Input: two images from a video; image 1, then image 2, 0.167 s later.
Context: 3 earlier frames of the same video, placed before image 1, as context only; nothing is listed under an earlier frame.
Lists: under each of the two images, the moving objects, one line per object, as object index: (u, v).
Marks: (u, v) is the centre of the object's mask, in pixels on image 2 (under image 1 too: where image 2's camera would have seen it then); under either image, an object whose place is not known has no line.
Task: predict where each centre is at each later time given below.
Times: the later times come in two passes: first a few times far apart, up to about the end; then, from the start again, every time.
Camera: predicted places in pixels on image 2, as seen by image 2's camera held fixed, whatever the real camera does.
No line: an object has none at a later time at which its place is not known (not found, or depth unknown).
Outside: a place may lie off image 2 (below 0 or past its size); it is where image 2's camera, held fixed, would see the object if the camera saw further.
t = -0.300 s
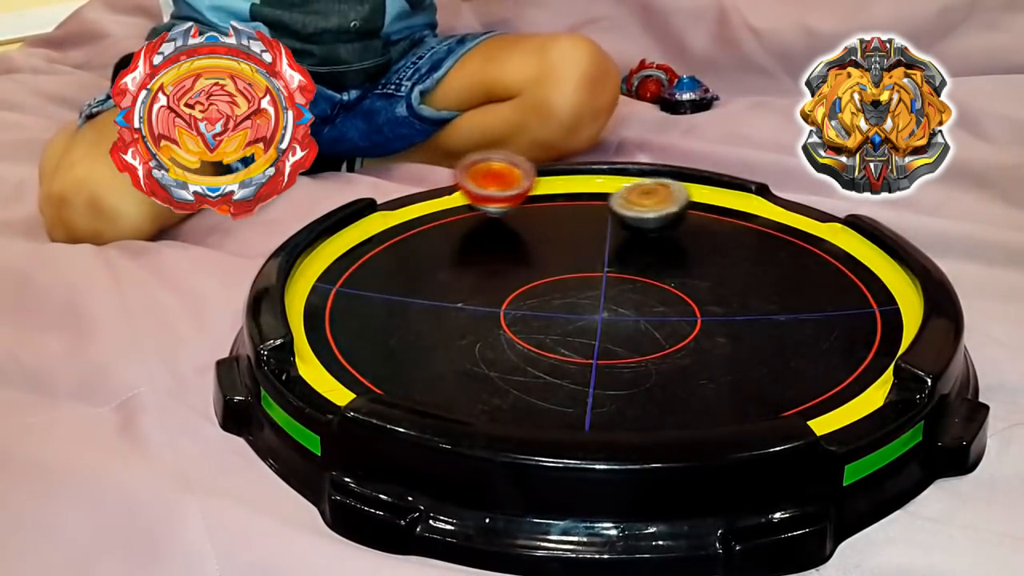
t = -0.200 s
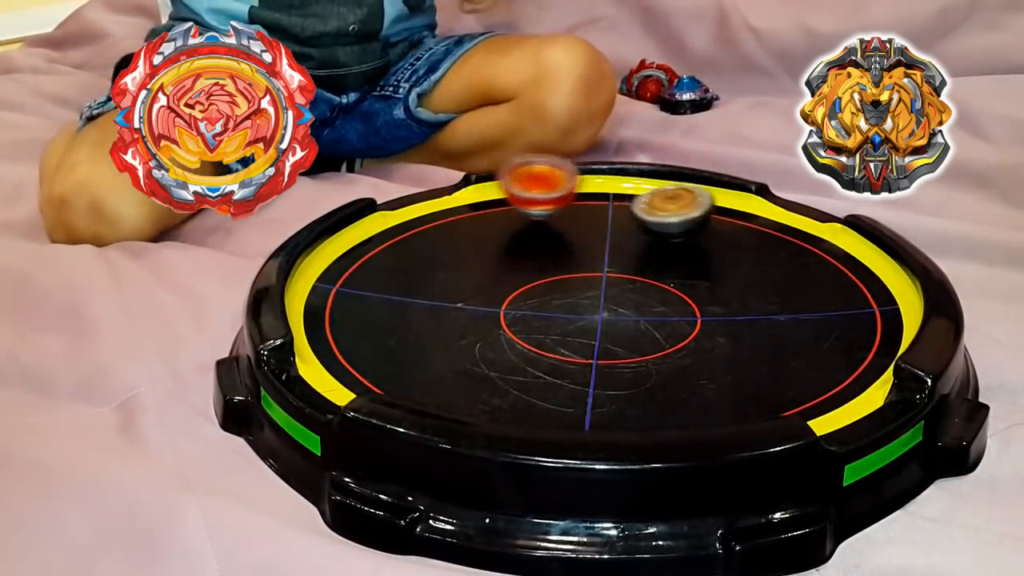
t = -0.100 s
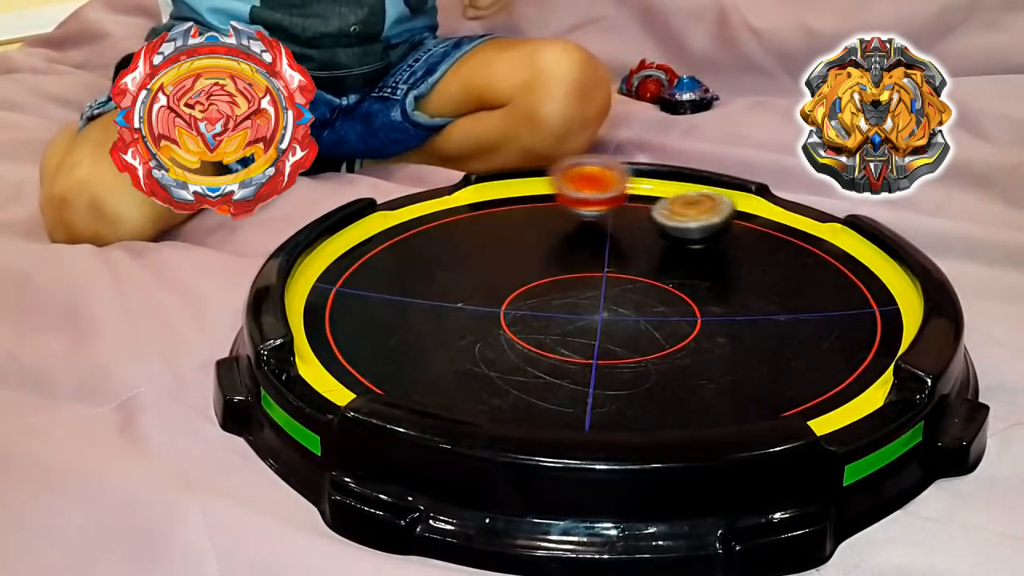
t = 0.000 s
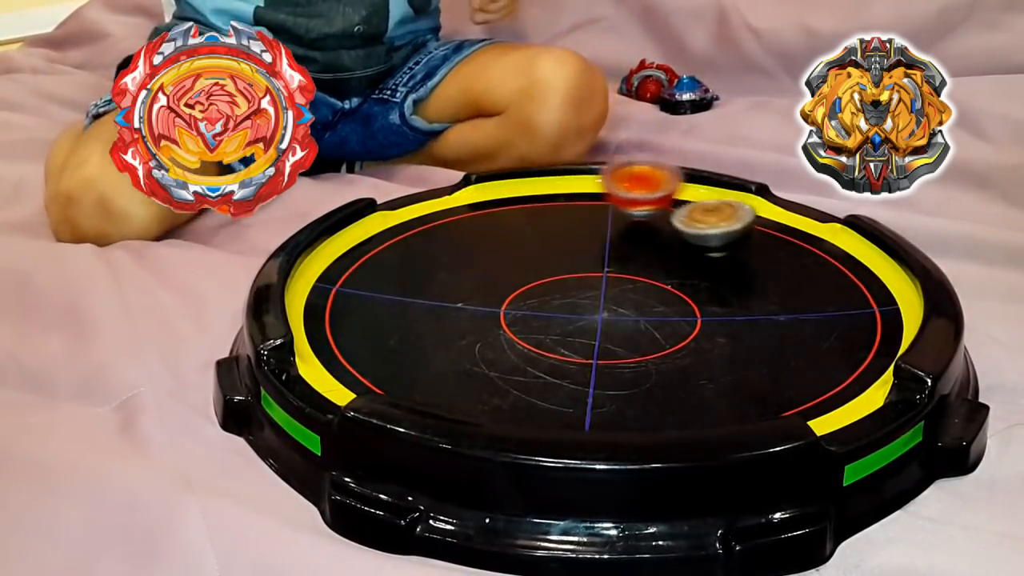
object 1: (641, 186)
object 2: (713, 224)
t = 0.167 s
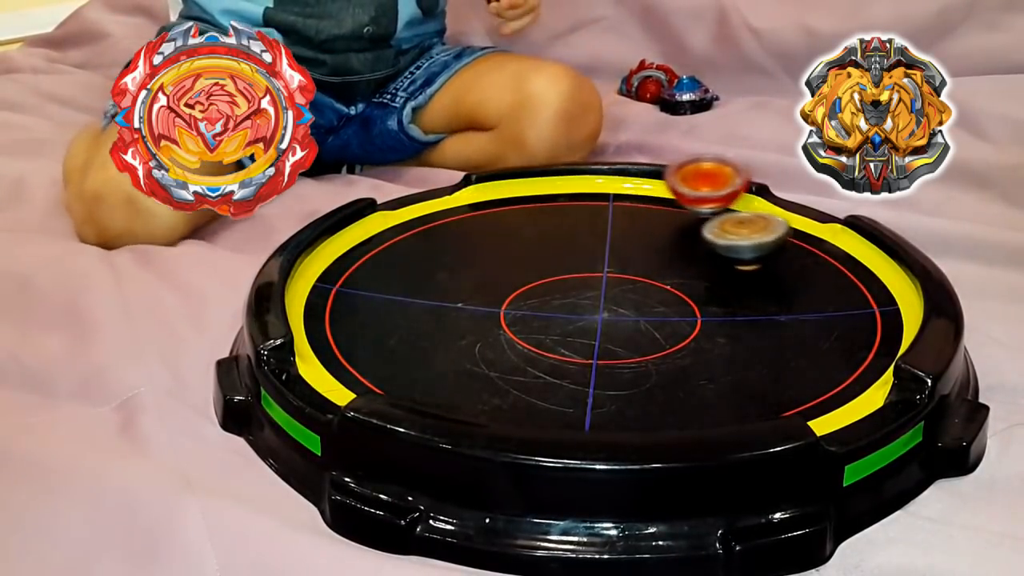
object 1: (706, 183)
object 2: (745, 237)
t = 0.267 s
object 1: (716, 185)
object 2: (762, 245)
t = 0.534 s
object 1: (726, 196)
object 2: (770, 271)
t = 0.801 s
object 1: (766, 217)
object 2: (754, 295)
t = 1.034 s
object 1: (798, 248)
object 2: (728, 308)
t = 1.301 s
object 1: (802, 278)
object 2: (662, 314)
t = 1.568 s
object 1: (751, 310)
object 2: (603, 311)
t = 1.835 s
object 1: (671, 333)
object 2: (564, 310)
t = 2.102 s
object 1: (573, 343)
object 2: (524, 298)
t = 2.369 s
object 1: (505, 334)
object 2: (539, 281)
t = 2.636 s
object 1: (452, 317)
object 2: (568, 280)
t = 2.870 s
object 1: (431, 295)
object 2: (572, 281)
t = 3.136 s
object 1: (433, 266)
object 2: (572, 282)
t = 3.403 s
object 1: (460, 242)
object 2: (590, 277)
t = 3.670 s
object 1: (498, 224)
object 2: (608, 270)
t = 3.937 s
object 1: (538, 220)
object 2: (629, 275)
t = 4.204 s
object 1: (583, 222)
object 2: (611, 280)
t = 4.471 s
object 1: (629, 232)
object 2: (588, 279)
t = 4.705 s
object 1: (675, 244)
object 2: (587, 279)
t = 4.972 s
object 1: (684, 251)
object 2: (586, 278)
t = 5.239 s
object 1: (691, 269)
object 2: (579, 275)
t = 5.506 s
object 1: (721, 286)
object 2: (557, 275)
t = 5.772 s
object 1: (726, 297)
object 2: (557, 274)
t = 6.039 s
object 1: (697, 300)
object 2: (567, 269)
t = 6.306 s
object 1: (650, 297)
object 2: (578, 262)
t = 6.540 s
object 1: (638, 311)
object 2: (577, 248)
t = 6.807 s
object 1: (600, 309)
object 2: (578, 247)
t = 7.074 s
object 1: (560, 298)
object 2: (588, 249)
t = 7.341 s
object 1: (527, 286)
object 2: (598, 257)
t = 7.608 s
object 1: (506, 276)
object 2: (596, 262)
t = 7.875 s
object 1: (493, 266)
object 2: (607, 266)
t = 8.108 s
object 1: (497, 255)
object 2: (603, 269)
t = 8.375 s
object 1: (513, 243)
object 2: (607, 271)
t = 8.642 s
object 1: (505, 224)
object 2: (604, 276)
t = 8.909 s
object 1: (521, 213)
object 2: (605, 278)
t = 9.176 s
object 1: (559, 215)
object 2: (606, 274)
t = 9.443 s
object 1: (600, 220)
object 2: (609, 271)
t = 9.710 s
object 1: (641, 223)
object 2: (600, 281)
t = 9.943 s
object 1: (667, 231)
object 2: (603, 281)
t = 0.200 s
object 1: (712, 182)
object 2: (751, 239)
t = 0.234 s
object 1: (716, 183)
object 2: (757, 243)
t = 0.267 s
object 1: (716, 185)
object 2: (762, 245)
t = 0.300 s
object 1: (716, 186)
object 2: (765, 248)
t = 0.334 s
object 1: (716, 187)
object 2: (767, 249)
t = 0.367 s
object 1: (717, 188)
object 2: (770, 252)
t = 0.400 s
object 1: (717, 191)
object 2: (770, 256)
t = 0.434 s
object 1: (718, 191)
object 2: (770, 260)
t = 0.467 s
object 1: (721, 193)
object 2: (770, 264)
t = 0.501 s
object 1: (723, 194)
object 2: (769, 268)
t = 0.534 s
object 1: (726, 196)
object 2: (770, 271)
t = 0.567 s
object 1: (731, 198)
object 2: (770, 273)
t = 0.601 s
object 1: (737, 201)
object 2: (769, 276)
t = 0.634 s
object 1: (741, 203)
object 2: (767, 280)
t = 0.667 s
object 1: (745, 204)
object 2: (764, 283)
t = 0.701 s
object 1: (751, 207)
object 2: (761, 286)
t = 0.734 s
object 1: (755, 209)
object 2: (758, 290)
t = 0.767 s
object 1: (760, 213)
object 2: (756, 292)
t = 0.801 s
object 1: (766, 217)
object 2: (754, 295)
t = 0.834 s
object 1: (773, 221)
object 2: (750, 296)
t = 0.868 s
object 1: (779, 226)
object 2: (747, 298)
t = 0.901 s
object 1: (784, 230)
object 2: (744, 301)
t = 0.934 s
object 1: (788, 235)
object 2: (742, 303)
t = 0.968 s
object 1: (791, 238)
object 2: (737, 304)
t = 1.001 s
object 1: (795, 242)
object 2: (732, 306)
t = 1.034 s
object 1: (798, 248)
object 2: (728, 308)
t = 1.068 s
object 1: (799, 254)
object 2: (723, 310)
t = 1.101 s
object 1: (800, 259)
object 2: (719, 312)
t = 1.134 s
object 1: (801, 263)
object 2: (713, 313)
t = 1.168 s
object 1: (802, 266)
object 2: (706, 314)
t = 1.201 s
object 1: (802, 269)
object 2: (697, 314)
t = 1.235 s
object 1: (802, 272)
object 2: (686, 315)
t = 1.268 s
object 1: (803, 275)
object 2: (674, 315)
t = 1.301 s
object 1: (802, 278)
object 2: (662, 314)
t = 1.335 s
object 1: (797, 282)
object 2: (650, 313)
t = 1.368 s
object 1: (790, 288)
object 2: (641, 312)
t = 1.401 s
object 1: (783, 292)
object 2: (633, 311)
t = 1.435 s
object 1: (778, 295)
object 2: (627, 311)
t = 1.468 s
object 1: (772, 298)
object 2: (621, 310)
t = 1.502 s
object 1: (767, 302)
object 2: (614, 311)
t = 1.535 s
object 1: (759, 306)
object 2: (608, 311)
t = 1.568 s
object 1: (751, 310)
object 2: (603, 311)
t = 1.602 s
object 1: (743, 314)
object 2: (597, 311)
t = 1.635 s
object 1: (737, 317)
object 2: (590, 311)
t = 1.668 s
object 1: (730, 319)
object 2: (584, 312)
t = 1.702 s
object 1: (723, 322)
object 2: (580, 311)
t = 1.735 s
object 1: (715, 325)
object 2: (576, 311)
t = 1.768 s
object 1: (702, 328)
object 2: (572, 311)
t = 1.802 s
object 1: (686, 331)
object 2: (568, 310)
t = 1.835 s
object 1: (671, 333)
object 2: (564, 310)
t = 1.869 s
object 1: (658, 335)
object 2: (559, 310)
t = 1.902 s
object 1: (647, 337)
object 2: (556, 308)
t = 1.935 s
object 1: (635, 339)
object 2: (550, 307)
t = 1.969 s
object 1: (619, 340)
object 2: (544, 305)
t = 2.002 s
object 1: (604, 342)
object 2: (540, 303)
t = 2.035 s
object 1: (592, 342)
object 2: (534, 301)
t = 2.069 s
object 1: (581, 343)
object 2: (529, 299)
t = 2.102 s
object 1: (573, 343)
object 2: (524, 298)
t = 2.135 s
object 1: (566, 343)
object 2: (520, 297)
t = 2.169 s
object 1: (562, 343)
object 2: (516, 295)
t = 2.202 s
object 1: (557, 342)
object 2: (512, 293)
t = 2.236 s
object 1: (551, 342)
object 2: (509, 290)
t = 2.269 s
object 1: (544, 342)
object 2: (513, 287)
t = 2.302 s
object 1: (531, 340)
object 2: (522, 283)
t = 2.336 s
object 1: (519, 338)
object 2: (531, 281)
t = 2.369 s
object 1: (505, 334)
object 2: (539, 281)
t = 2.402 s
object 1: (493, 331)
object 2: (544, 281)
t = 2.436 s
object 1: (481, 329)
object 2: (548, 280)
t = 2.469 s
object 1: (473, 326)
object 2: (551, 280)
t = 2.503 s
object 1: (466, 324)
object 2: (555, 279)
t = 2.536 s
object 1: (461, 322)
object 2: (557, 278)
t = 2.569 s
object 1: (457, 320)
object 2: (561, 279)
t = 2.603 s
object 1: (454, 318)
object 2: (565, 279)
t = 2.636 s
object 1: (452, 317)
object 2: (568, 280)
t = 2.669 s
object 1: (449, 316)
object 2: (571, 281)
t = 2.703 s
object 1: (446, 315)
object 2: (572, 281)
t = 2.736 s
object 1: (443, 313)
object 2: (573, 281)
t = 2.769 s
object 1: (438, 310)
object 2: (573, 281)
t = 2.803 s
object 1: (434, 307)
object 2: (573, 281)
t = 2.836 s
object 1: (431, 301)
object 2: (573, 281)
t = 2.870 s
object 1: (431, 295)
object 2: (572, 281)
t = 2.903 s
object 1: (430, 290)
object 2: (571, 281)
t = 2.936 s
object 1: (430, 285)
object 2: (571, 281)
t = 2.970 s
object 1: (429, 281)
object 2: (570, 281)
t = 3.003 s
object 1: (430, 277)
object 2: (570, 281)
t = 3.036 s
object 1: (430, 274)
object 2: (570, 281)
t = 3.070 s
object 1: (431, 271)
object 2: (570, 281)
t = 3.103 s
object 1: (432, 269)
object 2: (570, 281)
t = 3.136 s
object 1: (433, 266)
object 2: (572, 282)
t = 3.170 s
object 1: (434, 264)
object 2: (573, 282)
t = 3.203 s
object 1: (435, 262)
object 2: (576, 282)
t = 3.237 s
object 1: (438, 260)
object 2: (578, 283)
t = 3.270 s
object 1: (439, 258)
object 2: (582, 282)
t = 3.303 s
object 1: (442, 254)
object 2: (584, 281)
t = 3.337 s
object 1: (445, 250)
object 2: (586, 280)
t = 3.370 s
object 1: (451, 246)
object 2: (588, 278)
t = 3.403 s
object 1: (460, 242)
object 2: (590, 277)
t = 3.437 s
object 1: (467, 238)
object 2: (592, 276)
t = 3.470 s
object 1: (472, 235)
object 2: (594, 275)
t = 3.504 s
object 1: (478, 232)
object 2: (597, 273)
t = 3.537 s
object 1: (483, 230)
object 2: (598, 272)
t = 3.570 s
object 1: (486, 228)
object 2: (599, 272)
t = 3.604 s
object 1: (491, 227)
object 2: (601, 271)
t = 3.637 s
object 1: (495, 225)
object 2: (604, 271)
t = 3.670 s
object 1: (498, 224)
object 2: (608, 270)
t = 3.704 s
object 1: (502, 223)
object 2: (612, 270)
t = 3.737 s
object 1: (506, 222)
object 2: (615, 269)
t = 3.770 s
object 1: (511, 221)
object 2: (618, 270)
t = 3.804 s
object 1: (516, 220)
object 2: (622, 270)
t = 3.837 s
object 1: (521, 220)
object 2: (624, 271)
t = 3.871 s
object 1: (527, 220)
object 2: (626, 272)
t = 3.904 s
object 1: (533, 220)
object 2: (628, 273)
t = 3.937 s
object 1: (538, 220)
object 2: (629, 275)
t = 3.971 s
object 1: (544, 220)
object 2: (629, 276)
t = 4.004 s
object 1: (550, 220)
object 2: (629, 277)
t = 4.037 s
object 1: (556, 221)
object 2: (627, 278)
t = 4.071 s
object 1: (561, 221)
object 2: (626, 279)
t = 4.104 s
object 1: (566, 221)
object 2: (624, 278)
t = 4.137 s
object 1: (572, 222)
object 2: (620, 279)
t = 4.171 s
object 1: (578, 222)
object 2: (617, 280)
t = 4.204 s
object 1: (583, 222)
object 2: (611, 280)
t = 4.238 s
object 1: (588, 223)
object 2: (606, 281)
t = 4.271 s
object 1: (593, 223)
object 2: (602, 280)
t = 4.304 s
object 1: (598, 224)
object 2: (599, 280)
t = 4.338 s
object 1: (602, 225)
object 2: (597, 280)
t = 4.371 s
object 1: (605, 226)
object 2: (595, 279)
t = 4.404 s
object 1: (610, 227)
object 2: (593, 278)
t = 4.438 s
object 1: (618, 228)
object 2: (591, 279)
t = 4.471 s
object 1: (629, 232)
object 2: (588, 279)
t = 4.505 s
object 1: (640, 235)
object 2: (586, 279)
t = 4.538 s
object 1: (649, 237)
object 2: (586, 279)
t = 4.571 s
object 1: (657, 239)
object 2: (586, 279)
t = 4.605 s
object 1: (663, 240)
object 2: (587, 279)
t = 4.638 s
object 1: (668, 242)
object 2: (588, 279)
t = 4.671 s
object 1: (671, 243)
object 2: (588, 279)
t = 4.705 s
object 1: (675, 244)
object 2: (587, 279)
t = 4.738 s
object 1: (678, 244)
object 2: (586, 279)
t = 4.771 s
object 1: (680, 245)
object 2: (586, 279)
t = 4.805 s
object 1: (682, 246)
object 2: (586, 279)
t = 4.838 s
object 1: (683, 247)
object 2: (586, 279)
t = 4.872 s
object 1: (684, 248)
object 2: (586, 279)
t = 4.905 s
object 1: (684, 249)
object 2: (586, 279)
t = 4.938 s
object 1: (684, 250)
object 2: (586, 278)
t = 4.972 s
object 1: (684, 251)
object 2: (586, 278)
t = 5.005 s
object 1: (684, 253)
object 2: (586, 278)
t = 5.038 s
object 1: (683, 254)
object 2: (586, 278)
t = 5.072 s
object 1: (684, 255)
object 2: (587, 278)
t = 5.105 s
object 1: (685, 257)
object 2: (587, 277)
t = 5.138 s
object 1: (687, 259)
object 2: (588, 277)
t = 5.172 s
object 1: (689, 262)
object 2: (588, 276)
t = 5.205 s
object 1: (687, 266)
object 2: (587, 276)
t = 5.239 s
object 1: (691, 269)
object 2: (579, 275)
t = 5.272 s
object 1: (696, 272)
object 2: (571, 276)
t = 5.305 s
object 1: (702, 275)
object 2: (566, 276)
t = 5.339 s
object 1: (707, 277)
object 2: (562, 275)
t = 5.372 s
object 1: (709, 279)
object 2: (559, 275)
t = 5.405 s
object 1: (712, 281)
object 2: (558, 275)
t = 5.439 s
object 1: (716, 282)
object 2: (558, 275)
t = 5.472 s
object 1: (719, 284)
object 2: (557, 275)
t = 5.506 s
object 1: (721, 286)
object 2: (557, 275)
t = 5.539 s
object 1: (722, 287)
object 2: (556, 275)
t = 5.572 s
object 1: (724, 288)
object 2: (556, 275)
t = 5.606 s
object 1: (726, 290)
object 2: (555, 275)
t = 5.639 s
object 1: (727, 292)
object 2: (555, 275)
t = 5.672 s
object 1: (728, 293)
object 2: (555, 274)
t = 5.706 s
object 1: (728, 295)
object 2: (556, 274)
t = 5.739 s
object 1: (728, 296)
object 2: (556, 274)
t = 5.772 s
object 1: (726, 297)
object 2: (557, 274)
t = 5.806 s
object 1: (724, 298)
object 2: (558, 273)
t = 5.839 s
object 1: (722, 299)
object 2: (559, 272)
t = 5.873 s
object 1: (719, 299)
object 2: (560, 272)
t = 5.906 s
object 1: (715, 299)
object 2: (561, 271)
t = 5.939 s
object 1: (711, 300)
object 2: (562, 271)
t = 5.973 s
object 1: (707, 300)
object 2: (564, 270)
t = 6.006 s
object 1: (702, 300)
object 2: (566, 270)
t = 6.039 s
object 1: (697, 300)
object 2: (567, 269)
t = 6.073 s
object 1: (692, 300)
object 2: (569, 269)
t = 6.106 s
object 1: (687, 299)
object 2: (571, 268)
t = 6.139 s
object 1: (681, 299)
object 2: (573, 268)
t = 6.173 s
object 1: (674, 298)
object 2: (575, 268)
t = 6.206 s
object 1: (667, 297)
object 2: (577, 267)
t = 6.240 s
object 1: (661, 296)
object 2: (578, 266)
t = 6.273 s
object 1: (654, 295)
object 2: (580, 266)
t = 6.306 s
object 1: (650, 297)
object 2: (578, 262)
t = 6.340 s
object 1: (649, 301)
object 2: (578, 258)
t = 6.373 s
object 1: (647, 304)
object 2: (577, 255)
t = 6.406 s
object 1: (646, 306)
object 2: (577, 253)
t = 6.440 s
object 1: (644, 308)
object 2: (577, 252)
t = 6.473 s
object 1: (642, 309)
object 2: (577, 251)
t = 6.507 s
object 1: (640, 310)
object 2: (577, 250)
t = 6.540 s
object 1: (638, 311)
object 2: (577, 248)
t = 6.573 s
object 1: (634, 312)
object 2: (577, 248)
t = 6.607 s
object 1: (630, 312)
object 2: (576, 248)
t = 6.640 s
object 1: (626, 312)
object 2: (576, 247)
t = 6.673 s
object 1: (621, 312)
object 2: (576, 247)
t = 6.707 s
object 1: (616, 312)
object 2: (577, 247)
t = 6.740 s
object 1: (611, 311)
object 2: (577, 248)
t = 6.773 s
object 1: (605, 310)
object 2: (577, 248)
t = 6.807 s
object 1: (600, 309)
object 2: (578, 247)
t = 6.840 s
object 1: (595, 308)
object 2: (578, 247)
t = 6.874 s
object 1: (590, 307)
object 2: (579, 247)
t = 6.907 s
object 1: (585, 306)
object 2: (579, 247)
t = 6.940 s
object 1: (579, 305)
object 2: (580, 247)
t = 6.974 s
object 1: (574, 304)
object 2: (582, 247)
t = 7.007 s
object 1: (569, 302)
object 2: (584, 247)
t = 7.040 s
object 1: (565, 300)
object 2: (586, 247)
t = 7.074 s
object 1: (560, 298)
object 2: (588, 249)
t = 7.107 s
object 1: (556, 297)
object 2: (588, 250)
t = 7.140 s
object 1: (552, 295)
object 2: (589, 250)
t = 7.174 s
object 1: (549, 293)
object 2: (590, 251)
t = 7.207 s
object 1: (547, 291)
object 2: (592, 252)
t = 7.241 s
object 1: (543, 289)
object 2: (593, 253)
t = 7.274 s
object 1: (538, 289)
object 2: (596, 255)
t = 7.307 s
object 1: (532, 288)
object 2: (598, 256)
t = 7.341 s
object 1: (527, 286)
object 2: (598, 257)
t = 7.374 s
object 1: (523, 285)
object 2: (598, 258)
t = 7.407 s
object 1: (519, 284)
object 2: (598, 259)
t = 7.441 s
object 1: (516, 282)
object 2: (597, 259)
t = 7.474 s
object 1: (512, 281)
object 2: (597, 260)
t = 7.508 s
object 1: (510, 279)
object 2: (597, 261)
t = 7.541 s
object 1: (507, 277)
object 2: (596, 261)
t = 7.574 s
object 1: (507, 276)
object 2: (596, 262)
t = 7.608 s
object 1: (506, 276)
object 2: (596, 262)
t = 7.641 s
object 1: (507, 275)
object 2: (595, 263)
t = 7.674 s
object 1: (507, 274)
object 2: (595, 263)
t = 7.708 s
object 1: (505, 274)
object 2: (599, 263)
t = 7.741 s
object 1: (501, 272)
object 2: (603, 263)
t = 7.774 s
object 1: (498, 271)
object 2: (605, 264)
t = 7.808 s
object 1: (495, 269)
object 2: (606, 265)
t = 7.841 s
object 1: (493, 268)
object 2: (607, 265)
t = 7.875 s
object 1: (493, 266)
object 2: (607, 266)
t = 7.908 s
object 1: (493, 265)
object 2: (607, 266)
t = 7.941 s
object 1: (493, 263)
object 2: (606, 267)
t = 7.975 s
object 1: (493, 261)
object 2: (606, 267)
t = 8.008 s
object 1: (493, 260)
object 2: (605, 268)
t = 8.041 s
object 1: (494, 258)
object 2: (604, 268)
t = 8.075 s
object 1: (496, 257)
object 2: (604, 268)
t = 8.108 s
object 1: (497, 255)
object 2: (603, 269)
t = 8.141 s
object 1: (499, 254)
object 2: (603, 269)
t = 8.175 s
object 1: (501, 253)
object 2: (603, 269)
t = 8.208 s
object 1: (504, 251)
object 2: (604, 270)
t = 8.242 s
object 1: (507, 250)
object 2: (604, 270)
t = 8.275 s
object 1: (511, 249)
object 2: (604, 270)
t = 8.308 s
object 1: (513, 248)
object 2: (604, 270)
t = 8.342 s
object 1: (515, 247)
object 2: (604, 271)
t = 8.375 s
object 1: (513, 243)
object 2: (607, 271)
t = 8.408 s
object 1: (512, 241)
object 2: (608, 273)
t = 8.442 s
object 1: (511, 238)
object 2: (607, 274)
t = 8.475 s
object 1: (508, 235)
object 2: (606, 274)
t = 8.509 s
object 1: (507, 232)
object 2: (605, 275)
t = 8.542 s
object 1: (506, 230)
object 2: (604, 275)
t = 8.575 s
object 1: (505, 228)
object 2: (603, 275)
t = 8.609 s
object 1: (505, 226)
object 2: (603, 275)
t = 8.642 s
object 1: (505, 224)
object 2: (604, 276)
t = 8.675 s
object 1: (505, 222)
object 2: (605, 277)
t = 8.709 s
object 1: (506, 220)
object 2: (605, 277)
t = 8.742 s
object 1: (507, 219)
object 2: (604, 277)
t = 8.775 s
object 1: (510, 217)
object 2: (604, 277)
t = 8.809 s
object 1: (512, 216)
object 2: (605, 278)
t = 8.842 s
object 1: (514, 215)
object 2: (605, 278)
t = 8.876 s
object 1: (517, 214)
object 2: (606, 278)
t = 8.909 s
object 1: (521, 213)
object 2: (605, 278)
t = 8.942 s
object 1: (525, 213)
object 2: (606, 278)
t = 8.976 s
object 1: (529, 212)
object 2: (606, 278)
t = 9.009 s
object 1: (534, 212)
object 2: (606, 278)
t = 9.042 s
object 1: (539, 213)
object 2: (606, 276)
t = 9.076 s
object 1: (543, 213)
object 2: (605, 275)
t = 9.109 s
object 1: (548, 213)
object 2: (606, 275)
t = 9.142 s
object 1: (553, 214)
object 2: (606, 274)
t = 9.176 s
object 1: (559, 215)
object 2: (606, 274)
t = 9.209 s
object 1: (564, 216)
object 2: (606, 273)
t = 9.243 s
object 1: (569, 217)
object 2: (607, 272)
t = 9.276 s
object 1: (574, 217)
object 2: (607, 271)
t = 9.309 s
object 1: (579, 218)
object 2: (608, 271)
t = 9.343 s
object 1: (585, 218)
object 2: (608, 271)
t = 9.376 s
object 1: (590, 219)
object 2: (608, 270)
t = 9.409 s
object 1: (595, 220)
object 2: (609, 270)
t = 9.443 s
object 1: (600, 220)
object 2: (609, 271)
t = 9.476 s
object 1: (607, 220)
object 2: (605, 273)
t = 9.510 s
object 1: (613, 221)
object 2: (603, 276)
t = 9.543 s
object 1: (618, 221)
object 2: (602, 278)
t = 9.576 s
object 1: (623, 221)
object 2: (600, 279)
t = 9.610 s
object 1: (627, 222)
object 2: (600, 280)
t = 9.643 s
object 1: (632, 222)
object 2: (599, 280)
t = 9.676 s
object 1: (637, 222)
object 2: (599, 280)
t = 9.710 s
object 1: (641, 223)
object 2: (600, 281)
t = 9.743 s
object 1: (646, 224)
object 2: (600, 281)
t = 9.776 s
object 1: (649, 225)
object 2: (602, 280)
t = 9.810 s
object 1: (653, 226)
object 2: (602, 279)
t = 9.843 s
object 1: (657, 227)
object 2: (603, 279)
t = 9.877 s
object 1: (661, 228)
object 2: (603, 279)
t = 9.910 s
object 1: (664, 229)
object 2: (603, 281)
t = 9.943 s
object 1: (667, 231)
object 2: (603, 281)
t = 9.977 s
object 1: (670, 232)
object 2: (604, 281)
